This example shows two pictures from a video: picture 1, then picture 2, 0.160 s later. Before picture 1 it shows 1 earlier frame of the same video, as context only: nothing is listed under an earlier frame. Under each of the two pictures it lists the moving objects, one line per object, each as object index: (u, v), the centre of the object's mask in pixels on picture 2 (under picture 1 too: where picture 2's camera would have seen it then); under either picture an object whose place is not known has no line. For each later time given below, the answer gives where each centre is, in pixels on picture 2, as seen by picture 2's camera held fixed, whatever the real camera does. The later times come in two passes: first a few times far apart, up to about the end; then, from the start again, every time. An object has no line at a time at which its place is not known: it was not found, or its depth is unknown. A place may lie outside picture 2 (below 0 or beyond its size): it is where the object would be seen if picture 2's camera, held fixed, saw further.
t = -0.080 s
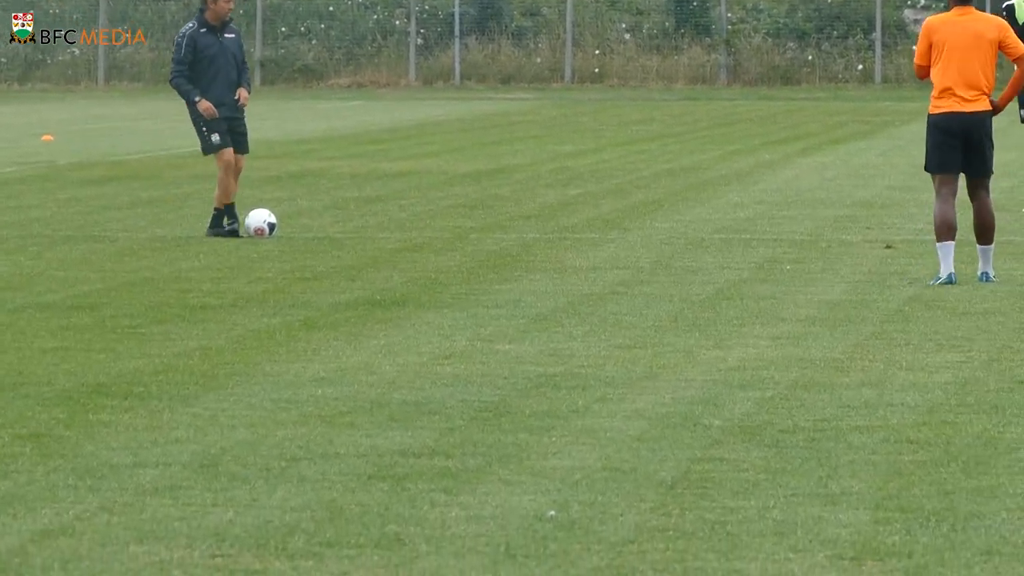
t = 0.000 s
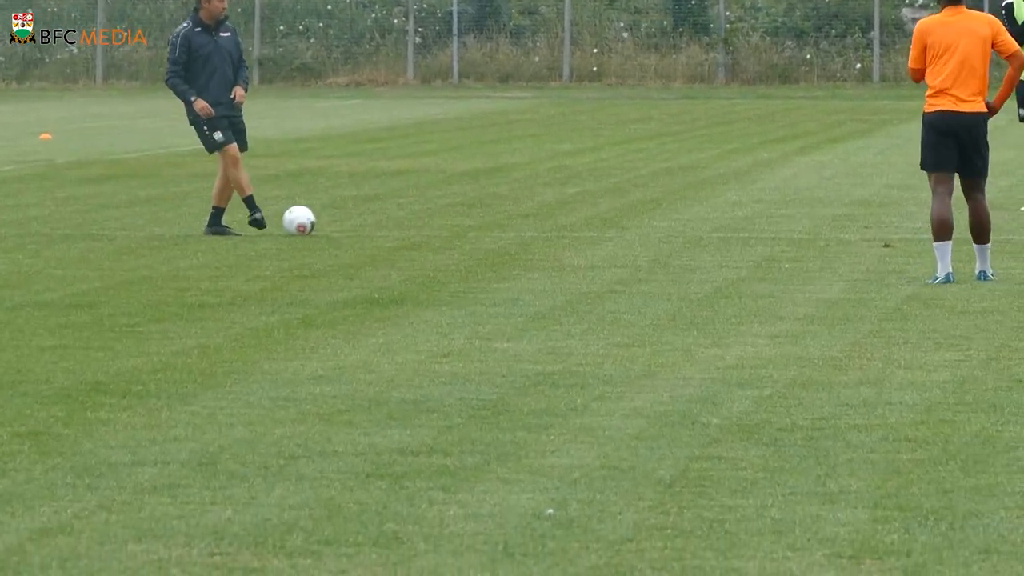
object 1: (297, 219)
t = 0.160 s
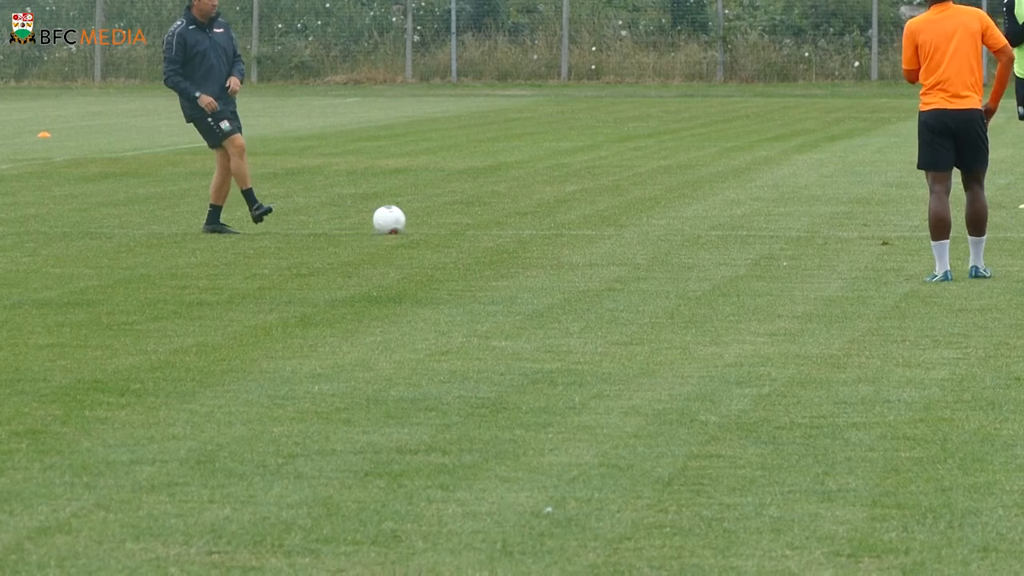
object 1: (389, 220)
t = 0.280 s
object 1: (446, 219)
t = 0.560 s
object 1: (549, 220)
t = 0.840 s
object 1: (638, 220)
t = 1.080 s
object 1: (707, 220)
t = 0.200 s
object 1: (408, 219)
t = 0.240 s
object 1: (427, 218)
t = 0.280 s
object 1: (446, 219)
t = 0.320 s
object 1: (463, 220)
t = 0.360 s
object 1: (479, 220)
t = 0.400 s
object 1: (494, 220)
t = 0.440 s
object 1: (508, 219)
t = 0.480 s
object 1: (522, 219)
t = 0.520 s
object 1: (536, 220)
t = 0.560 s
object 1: (549, 220)
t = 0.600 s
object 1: (562, 219)
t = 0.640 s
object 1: (575, 219)
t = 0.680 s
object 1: (588, 220)
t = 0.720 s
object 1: (600, 220)
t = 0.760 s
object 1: (613, 220)
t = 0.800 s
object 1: (626, 221)
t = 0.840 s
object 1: (638, 220)
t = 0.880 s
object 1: (650, 220)
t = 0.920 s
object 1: (661, 220)
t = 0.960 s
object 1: (673, 220)
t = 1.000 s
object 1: (685, 221)
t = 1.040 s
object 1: (696, 221)
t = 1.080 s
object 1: (707, 220)
